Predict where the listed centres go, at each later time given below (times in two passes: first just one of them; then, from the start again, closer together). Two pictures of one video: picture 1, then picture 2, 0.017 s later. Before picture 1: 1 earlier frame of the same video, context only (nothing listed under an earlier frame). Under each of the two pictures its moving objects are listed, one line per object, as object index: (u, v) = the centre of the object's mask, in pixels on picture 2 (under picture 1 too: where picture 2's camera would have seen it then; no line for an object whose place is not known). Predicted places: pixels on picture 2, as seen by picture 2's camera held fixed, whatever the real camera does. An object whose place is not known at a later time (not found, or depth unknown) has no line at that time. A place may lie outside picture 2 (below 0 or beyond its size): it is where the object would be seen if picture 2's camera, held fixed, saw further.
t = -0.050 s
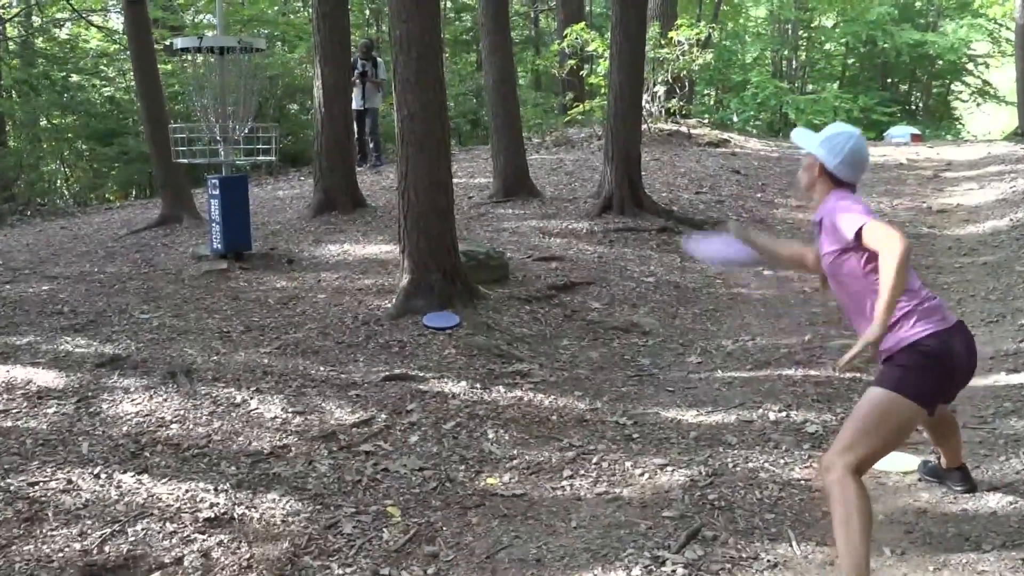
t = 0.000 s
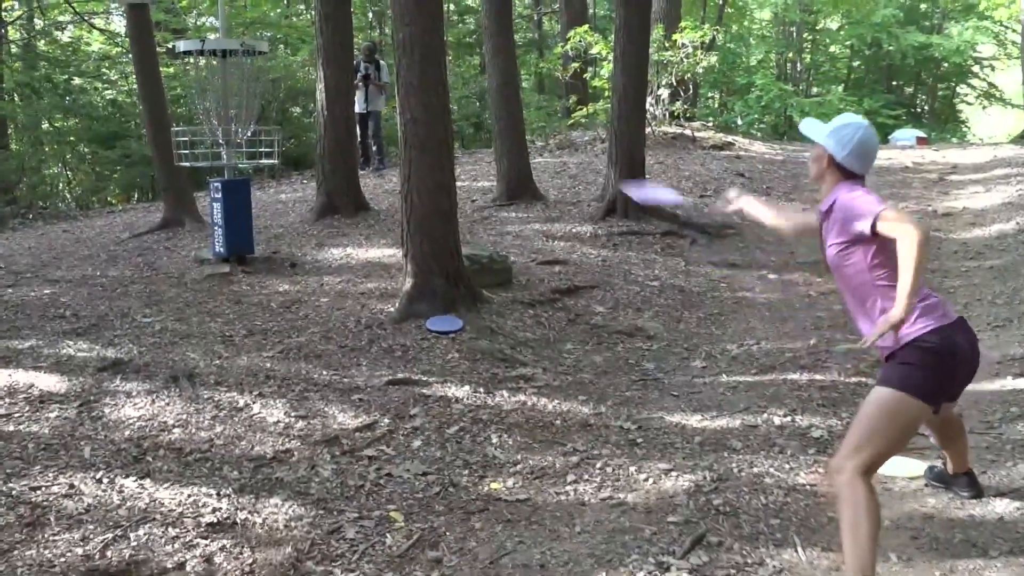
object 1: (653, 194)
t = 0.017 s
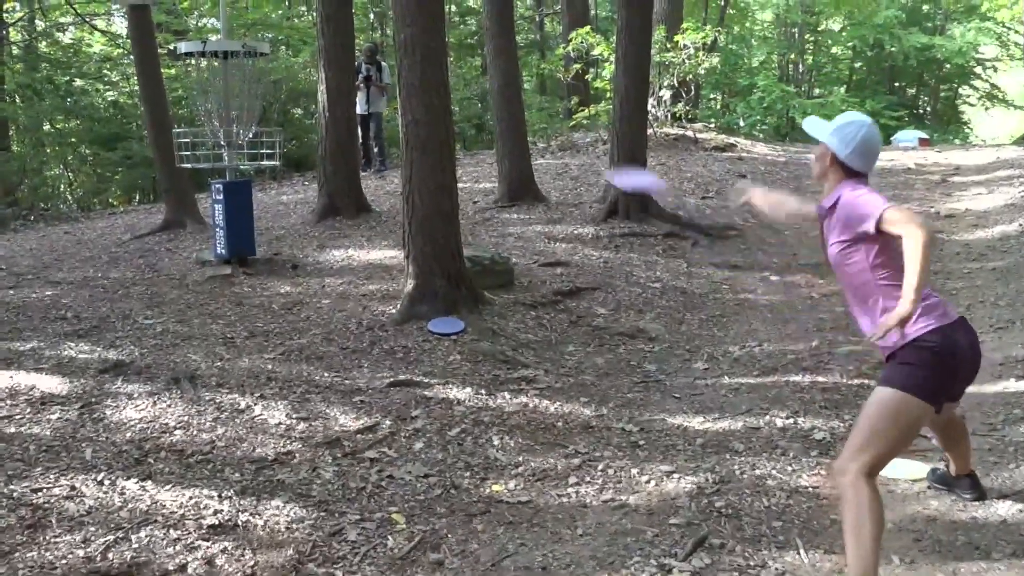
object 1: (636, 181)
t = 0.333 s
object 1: (365, 68)
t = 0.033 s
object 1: (616, 166)
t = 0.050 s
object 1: (599, 155)
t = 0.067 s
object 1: (580, 142)
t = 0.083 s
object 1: (561, 130)
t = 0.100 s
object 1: (546, 122)
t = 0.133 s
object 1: (517, 106)
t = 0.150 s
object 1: (504, 99)
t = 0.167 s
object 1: (489, 94)
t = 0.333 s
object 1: (365, 68)
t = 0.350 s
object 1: (346, 71)
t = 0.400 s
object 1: (300, 75)
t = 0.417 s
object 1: (282, 79)
